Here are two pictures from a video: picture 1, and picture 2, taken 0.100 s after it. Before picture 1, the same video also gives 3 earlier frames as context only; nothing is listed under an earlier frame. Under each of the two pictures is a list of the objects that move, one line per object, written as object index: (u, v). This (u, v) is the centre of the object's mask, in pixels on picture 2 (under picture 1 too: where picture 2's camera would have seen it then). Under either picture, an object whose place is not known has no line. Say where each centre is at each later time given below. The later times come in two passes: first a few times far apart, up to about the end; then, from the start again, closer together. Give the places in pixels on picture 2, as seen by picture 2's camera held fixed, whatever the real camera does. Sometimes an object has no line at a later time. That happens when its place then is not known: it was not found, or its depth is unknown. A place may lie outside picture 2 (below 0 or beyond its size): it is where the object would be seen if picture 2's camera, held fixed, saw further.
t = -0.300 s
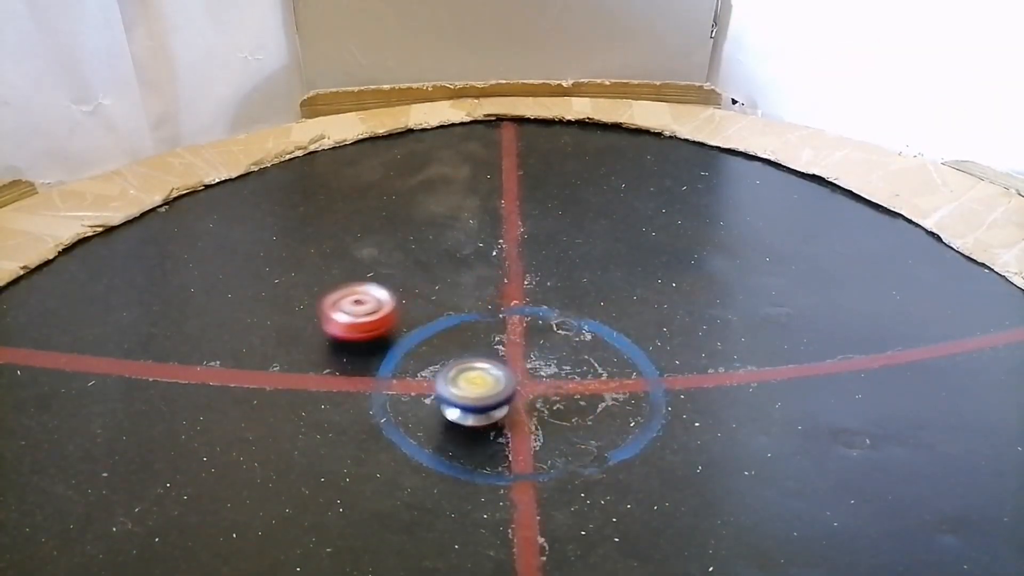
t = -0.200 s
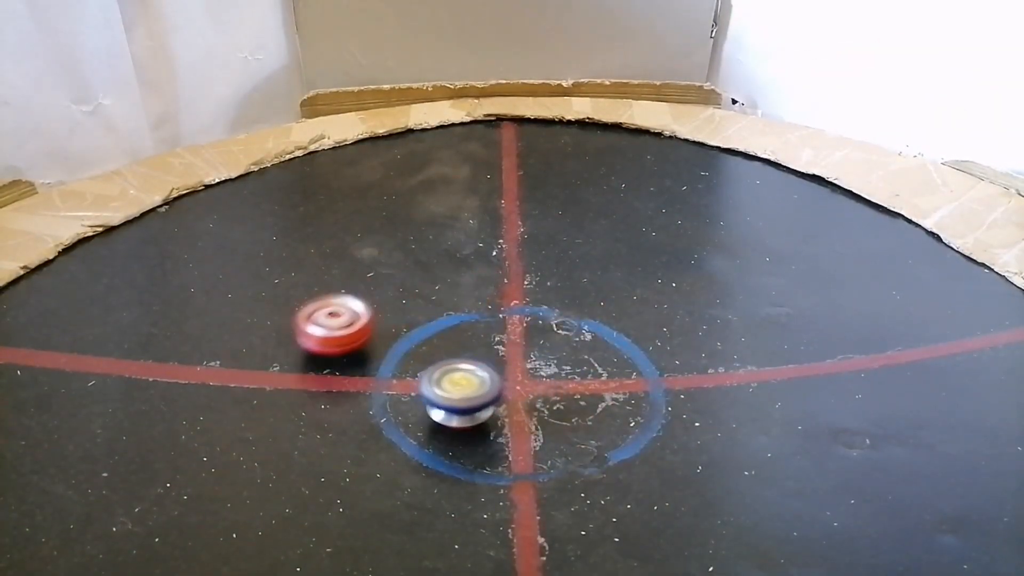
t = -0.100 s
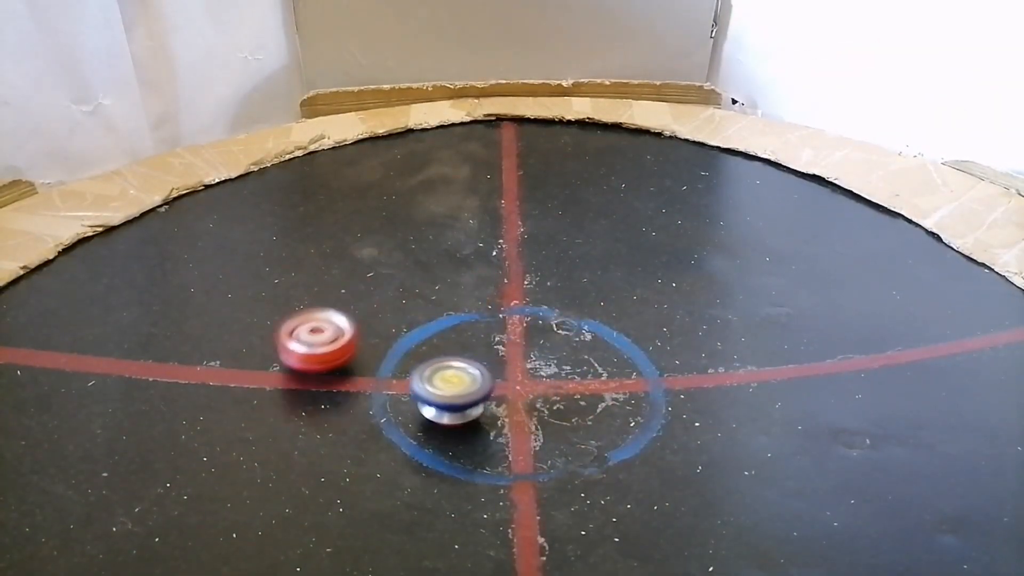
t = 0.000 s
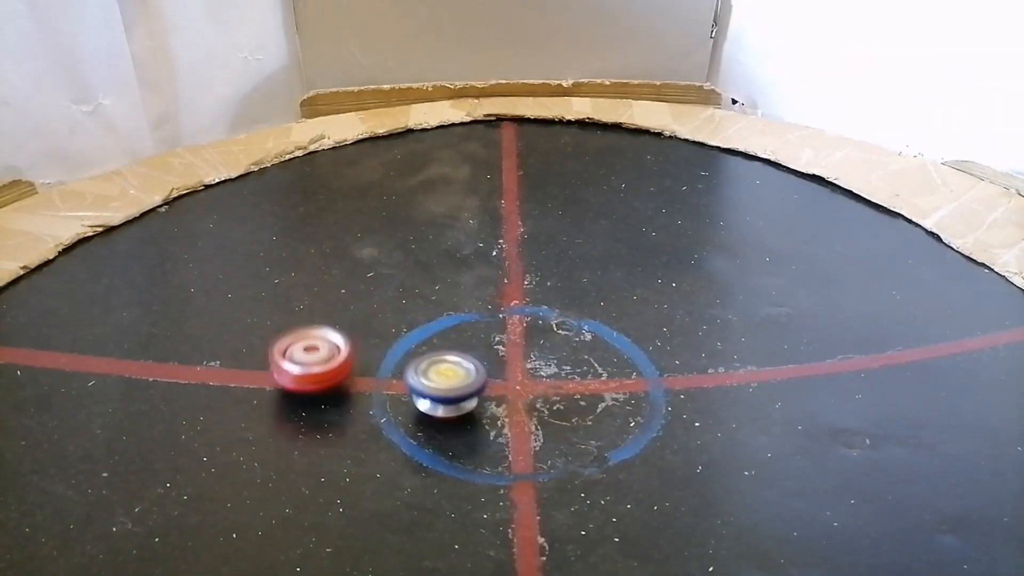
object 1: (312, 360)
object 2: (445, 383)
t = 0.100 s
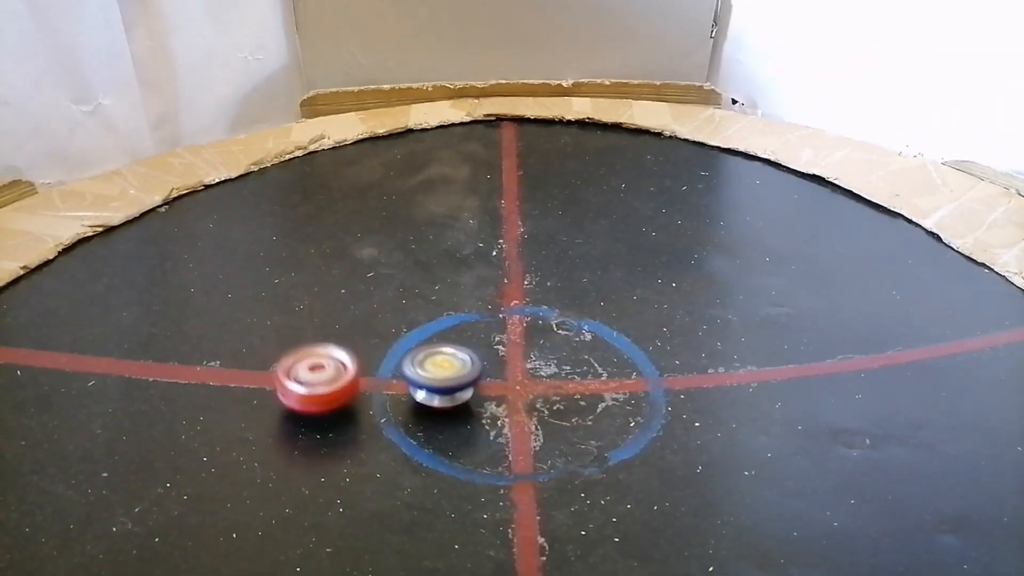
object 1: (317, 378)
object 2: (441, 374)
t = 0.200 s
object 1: (335, 397)
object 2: (436, 367)
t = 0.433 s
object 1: (425, 427)
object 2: (398, 359)
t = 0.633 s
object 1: (515, 427)
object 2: (410, 358)
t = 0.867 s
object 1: (597, 404)
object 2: (480, 350)
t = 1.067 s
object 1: (638, 375)
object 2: (554, 352)
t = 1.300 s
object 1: (697, 360)
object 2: (560, 337)
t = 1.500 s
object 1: (710, 340)
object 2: (552, 343)
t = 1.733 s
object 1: (687, 328)
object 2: (559, 358)
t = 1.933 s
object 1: (643, 333)
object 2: (566, 365)
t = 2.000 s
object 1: (632, 337)
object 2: (564, 363)
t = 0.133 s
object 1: (322, 385)
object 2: (440, 372)
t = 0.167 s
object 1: (328, 391)
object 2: (438, 369)
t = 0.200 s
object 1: (335, 397)
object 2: (436, 367)
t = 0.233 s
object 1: (344, 403)
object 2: (430, 365)
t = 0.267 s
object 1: (355, 408)
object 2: (424, 363)
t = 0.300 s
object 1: (367, 413)
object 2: (419, 361)
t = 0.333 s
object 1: (380, 416)
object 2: (413, 359)
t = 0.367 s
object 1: (395, 420)
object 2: (407, 358)
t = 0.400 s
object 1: (410, 423)
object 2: (402, 358)
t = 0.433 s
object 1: (425, 427)
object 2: (398, 359)
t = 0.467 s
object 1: (441, 429)
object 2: (396, 359)
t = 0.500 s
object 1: (455, 430)
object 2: (396, 359)
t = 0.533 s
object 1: (469, 430)
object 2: (397, 359)
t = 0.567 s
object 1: (485, 430)
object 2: (400, 359)
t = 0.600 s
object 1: (499, 429)
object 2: (405, 359)
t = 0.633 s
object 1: (515, 427)
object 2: (410, 358)
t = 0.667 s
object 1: (529, 425)
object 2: (417, 358)
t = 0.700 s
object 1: (542, 422)
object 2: (426, 357)
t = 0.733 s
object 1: (555, 419)
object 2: (436, 355)
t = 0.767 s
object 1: (566, 415)
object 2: (447, 354)
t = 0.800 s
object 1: (577, 411)
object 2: (457, 353)
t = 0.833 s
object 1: (587, 407)
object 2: (469, 352)
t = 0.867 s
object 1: (597, 404)
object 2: (480, 350)
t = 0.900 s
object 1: (606, 399)
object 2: (492, 349)
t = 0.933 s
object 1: (614, 395)
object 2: (505, 350)
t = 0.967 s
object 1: (621, 391)
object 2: (518, 350)
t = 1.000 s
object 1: (628, 386)
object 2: (529, 350)
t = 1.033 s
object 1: (633, 381)
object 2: (541, 351)
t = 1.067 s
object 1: (638, 375)
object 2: (554, 352)
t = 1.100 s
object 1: (644, 371)
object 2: (564, 352)
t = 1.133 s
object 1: (657, 371)
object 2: (565, 347)
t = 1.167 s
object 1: (668, 370)
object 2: (564, 344)
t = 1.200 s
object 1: (677, 369)
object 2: (563, 340)
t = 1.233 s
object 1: (685, 366)
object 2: (562, 339)
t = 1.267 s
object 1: (691, 364)
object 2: (561, 337)
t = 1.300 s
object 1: (697, 360)
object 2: (560, 337)
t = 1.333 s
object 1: (701, 357)
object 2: (559, 337)
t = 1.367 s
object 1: (704, 354)
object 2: (557, 337)
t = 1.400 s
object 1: (707, 350)
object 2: (556, 338)
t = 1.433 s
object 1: (709, 347)
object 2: (555, 339)
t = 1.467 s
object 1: (710, 343)
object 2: (554, 341)
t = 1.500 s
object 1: (710, 340)
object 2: (552, 343)
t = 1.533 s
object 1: (710, 337)
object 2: (552, 345)
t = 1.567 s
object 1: (708, 334)
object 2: (552, 347)
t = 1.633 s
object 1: (704, 332)
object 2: (554, 350)
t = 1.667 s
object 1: (699, 330)
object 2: (555, 352)
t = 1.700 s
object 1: (693, 329)
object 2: (557, 355)
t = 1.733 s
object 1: (687, 328)
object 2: (559, 358)
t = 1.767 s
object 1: (680, 328)
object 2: (561, 361)
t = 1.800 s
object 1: (673, 328)
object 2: (563, 363)
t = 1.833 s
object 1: (666, 329)
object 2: (564, 364)
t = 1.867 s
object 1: (659, 330)
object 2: (565, 365)
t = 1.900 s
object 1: (652, 331)
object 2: (565, 365)
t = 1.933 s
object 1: (643, 333)
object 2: (566, 365)
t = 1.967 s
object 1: (636, 335)
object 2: (566, 364)
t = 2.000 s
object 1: (632, 337)
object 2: (564, 363)
